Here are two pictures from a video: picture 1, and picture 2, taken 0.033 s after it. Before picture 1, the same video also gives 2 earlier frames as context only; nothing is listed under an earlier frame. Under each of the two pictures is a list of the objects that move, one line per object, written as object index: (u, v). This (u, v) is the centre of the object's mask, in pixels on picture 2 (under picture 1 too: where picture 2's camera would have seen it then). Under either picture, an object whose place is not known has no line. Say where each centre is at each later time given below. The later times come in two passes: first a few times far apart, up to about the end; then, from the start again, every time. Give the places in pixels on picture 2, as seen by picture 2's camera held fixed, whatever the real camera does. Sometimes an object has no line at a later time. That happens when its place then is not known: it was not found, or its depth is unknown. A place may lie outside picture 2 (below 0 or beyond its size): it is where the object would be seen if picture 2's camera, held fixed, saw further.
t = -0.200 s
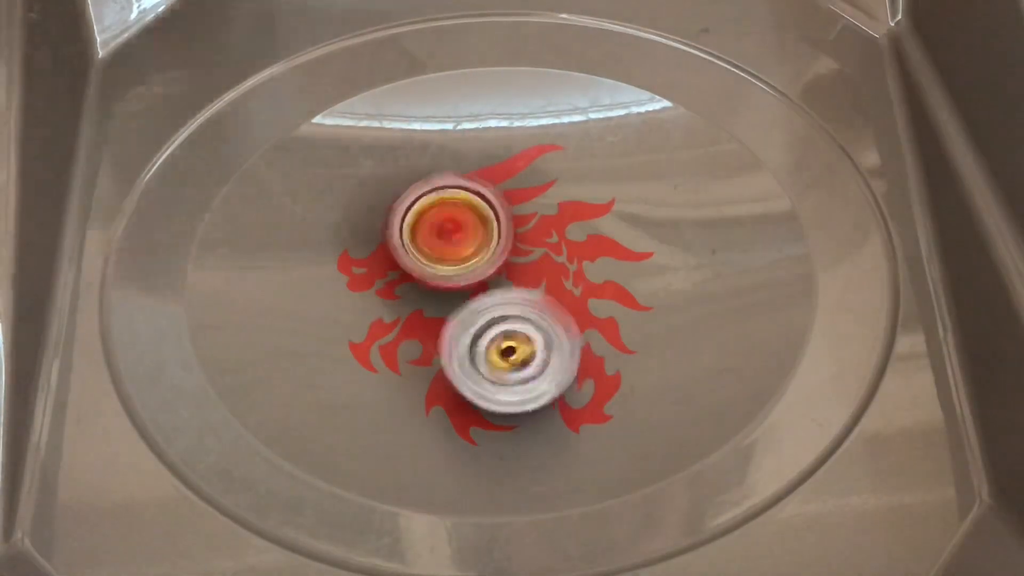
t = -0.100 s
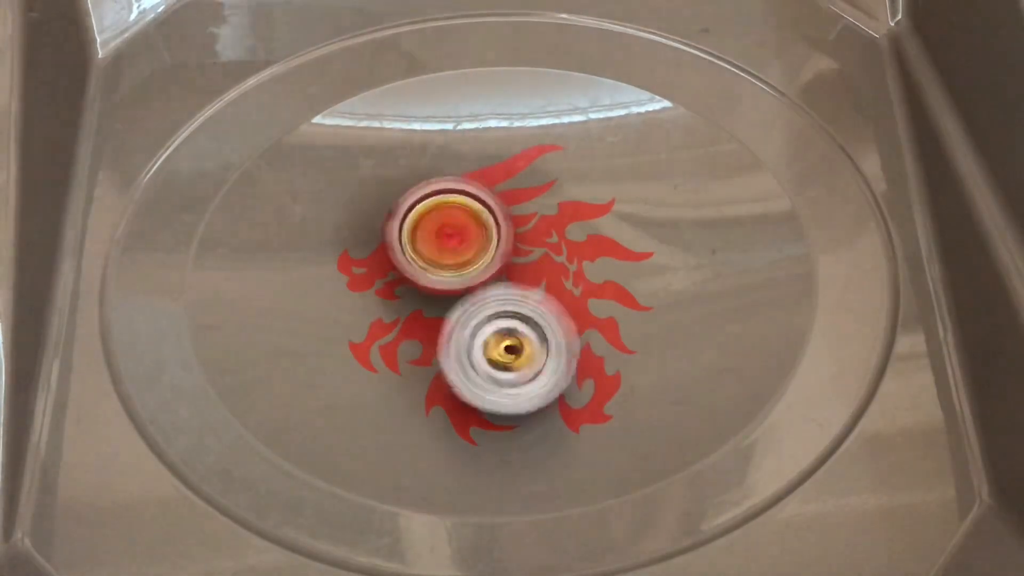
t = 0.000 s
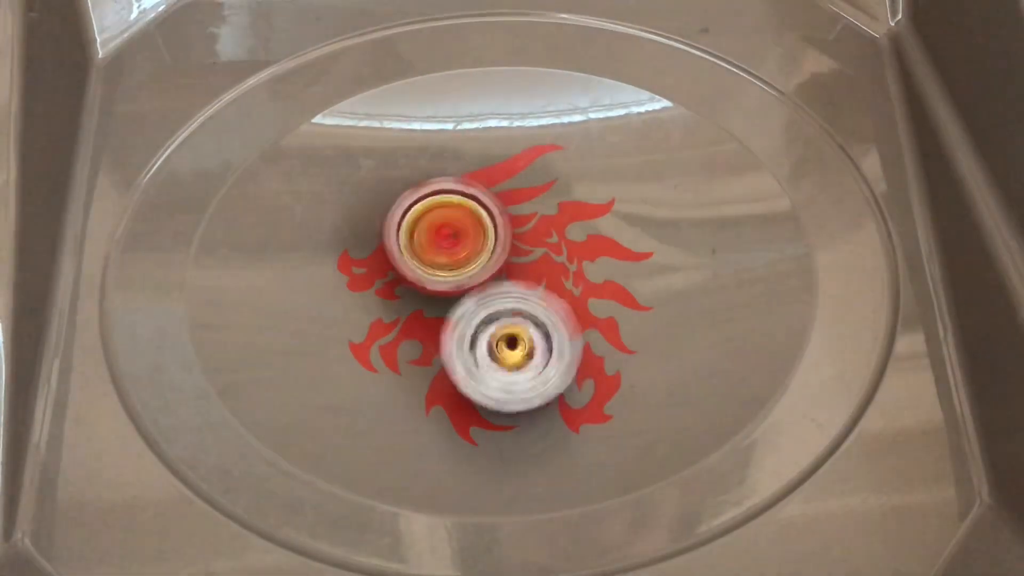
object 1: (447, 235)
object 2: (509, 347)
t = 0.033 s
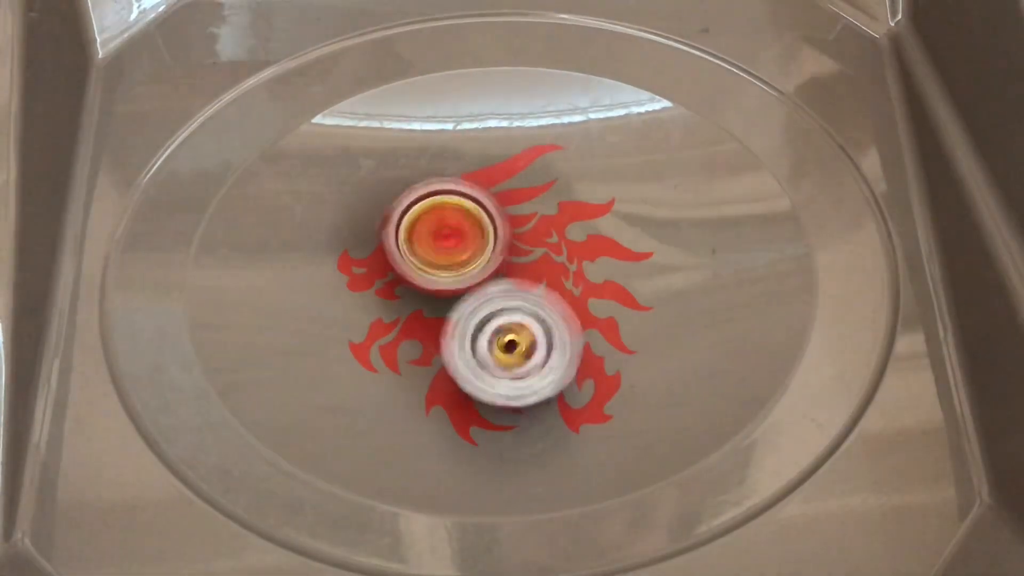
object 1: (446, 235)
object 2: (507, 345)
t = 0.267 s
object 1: (435, 234)
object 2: (516, 345)
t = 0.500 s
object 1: (414, 212)
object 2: (548, 351)
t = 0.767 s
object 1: (409, 203)
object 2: (546, 334)
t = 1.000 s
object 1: (440, 206)
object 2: (509, 319)
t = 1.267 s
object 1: (477, 222)
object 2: (485, 345)
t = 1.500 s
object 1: (517, 188)
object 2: (482, 380)
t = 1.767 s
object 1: (534, 148)
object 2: (465, 359)
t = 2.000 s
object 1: (543, 207)
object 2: (444, 331)
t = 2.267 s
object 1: (521, 256)
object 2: (401, 339)
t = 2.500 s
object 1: (519, 225)
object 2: (382, 347)
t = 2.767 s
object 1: (544, 193)
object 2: (381, 308)
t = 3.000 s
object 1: (569, 203)
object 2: (404, 292)
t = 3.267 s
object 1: (558, 232)
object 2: (386, 273)
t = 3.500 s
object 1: (524, 241)
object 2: (405, 270)
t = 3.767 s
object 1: (574, 206)
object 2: (359, 295)
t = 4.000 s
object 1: (580, 208)
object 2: (435, 294)
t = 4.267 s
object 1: (591, 223)
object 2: (443, 272)
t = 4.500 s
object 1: (584, 228)
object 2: (385, 318)
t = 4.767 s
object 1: (561, 223)
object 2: (453, 305)
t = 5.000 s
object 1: (578, 210)
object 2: (429, 277)
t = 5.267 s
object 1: (574, 223)
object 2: (407, 314)
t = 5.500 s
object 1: (553, 235)
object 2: (444, 305)
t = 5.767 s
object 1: (555, 240)
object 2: (438, 314)
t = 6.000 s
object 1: (547, 254)
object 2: (452, 332)
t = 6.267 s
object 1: (533, 248)
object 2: (453, 331)
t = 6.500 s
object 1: (527, 247)
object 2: (446, 324)
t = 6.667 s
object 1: (530, 247)
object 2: (454, 332)
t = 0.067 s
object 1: (443, 233)
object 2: (509, 347)
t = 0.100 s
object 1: (441, 233)
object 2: (512, 348)
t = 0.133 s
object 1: (438, 232)
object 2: (513, 348)
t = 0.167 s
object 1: (436, 232)
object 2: (515, 348)
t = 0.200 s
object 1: (435, 232)
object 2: (514, 348)
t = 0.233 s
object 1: (435, 233)
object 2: (515, 348)
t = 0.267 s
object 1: (435, 234)
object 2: (516, 345)
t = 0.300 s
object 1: (435, 233)
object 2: (517, 343)
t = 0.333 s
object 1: (435, 234)
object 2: (518, 339)
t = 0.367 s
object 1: (435, 236)
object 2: (515, 337)
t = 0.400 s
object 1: (436, 236)
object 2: (517, 334)
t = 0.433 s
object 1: (434, 233)
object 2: (517, 336)
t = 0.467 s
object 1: (424, 221)
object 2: (537, 341)
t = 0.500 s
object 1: (414, 212)
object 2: (548, 351)
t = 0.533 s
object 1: (409, 208)
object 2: (552, 354)
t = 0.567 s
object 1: (404, 206)
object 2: (553, 353)
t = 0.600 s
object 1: (401, 205)
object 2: (552, 351)
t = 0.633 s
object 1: (400, 205)
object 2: (554, 348)
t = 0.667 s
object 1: (401, 205)
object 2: (553, 346)
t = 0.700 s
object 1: (402, 204)
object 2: (553, 341)
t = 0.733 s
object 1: (406, 203)
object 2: (550, 337)
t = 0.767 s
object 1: (409, 203)
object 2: (546, 334)
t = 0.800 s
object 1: (411, 201)
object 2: (543, 330)
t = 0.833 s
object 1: (416, 201)
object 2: (540, 328)
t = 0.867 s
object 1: (421, 202)
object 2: (537, 326)
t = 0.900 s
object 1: (424, 202)
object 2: (528, 322)
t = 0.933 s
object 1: (430, 204)
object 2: (524, 318)
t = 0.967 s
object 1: (436, 206)
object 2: (517, 318)
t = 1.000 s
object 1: (440, 206)
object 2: (509, 319)
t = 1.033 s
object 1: (447, 207)
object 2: (504, 322)
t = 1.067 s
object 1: (451, 210)
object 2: (501, 325)
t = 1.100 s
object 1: (458, 210)
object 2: (496, 327)
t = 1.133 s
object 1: (462, 214)
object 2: (489, 330)
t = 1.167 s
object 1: (467, 214)
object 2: (490, 337)
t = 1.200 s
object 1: (472, 217)
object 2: (486, 341)
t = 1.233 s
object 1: (473, 219)
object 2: (487, 343)
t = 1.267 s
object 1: (477, 222)
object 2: (485, 345)
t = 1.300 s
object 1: (481, 227)
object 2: (483, 347)
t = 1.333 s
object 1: (486, 227)
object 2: (481, 347)
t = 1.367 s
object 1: (493, 226)
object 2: (478, 350)
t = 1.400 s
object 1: (497, 227)
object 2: (480, 350)
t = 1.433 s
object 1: (499, 225)
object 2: (484, 347)
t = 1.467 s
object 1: (509, 214)
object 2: (486, 357)
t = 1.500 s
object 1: (517, 188)
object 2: (482, 380)
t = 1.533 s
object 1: (524, 163)
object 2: (484, 395)
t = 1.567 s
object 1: (530, 146)
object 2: (486, 397)
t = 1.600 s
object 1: (532, 135)
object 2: (480, 393)
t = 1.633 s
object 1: (531, 134)
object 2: (477, 389)
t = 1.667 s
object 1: (531, 134)
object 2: (473, 382)
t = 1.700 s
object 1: (531, 137)
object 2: (470, 375)
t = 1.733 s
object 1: (533, 142)
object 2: (467, 367)
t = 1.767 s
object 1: (534, 148)
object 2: (465, 359)
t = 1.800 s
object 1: (535, 158)
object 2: (463, 351)
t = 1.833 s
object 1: (538, 168)
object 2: (459, 345)
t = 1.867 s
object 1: (537, 177)
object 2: (455, 341)
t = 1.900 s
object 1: (539, 186)
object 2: (452, 340)
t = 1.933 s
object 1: (539, 192)
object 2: (450, 339)
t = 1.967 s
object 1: (541, 201)
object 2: (448, 335)
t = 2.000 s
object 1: (543, 207)
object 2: (444, 331)
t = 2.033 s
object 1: (540, 217)
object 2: (439, 326)
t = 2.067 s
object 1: (540, 226)
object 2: (431, 325)
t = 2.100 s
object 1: (535, 234)
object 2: (423, 325)
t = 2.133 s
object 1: (532, 241)
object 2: (416, 327)
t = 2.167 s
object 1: (526, 248)
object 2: (413, 328)
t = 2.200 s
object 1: (520, 254)
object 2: (410, 327)
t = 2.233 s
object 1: (523, 255)
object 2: (403, 333)
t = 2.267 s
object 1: (521, 256)
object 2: (401, 339)
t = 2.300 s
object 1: (516, 258)
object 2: (403, 340)
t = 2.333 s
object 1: (509, 257)
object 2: (404, 338)
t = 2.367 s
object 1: (504, 257)
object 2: (403, 336)
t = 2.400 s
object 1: (499, 257)
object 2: (402, 334)
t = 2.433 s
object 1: (502, 250)
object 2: (395, 337)
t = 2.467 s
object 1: (511, 236)
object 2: (383, 343)
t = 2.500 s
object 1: (519, 225)
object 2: (382, 347)
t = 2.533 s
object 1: (522, 218)
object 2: (384, 344)
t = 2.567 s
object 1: (524, 211)
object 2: (387, 339)
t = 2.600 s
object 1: (524, 206)
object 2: (391, 332)
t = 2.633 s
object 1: (527, 201)
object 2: (392, 322)
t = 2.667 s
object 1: (528, 199)
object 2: (389, 316)
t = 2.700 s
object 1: (535, 196)
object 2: (387, 312)
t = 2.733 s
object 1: (538, 195)
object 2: (385, 308)
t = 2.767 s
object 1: (544, 193)
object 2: (381, 308)
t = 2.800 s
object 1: (548, 191)
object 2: (379, 311)
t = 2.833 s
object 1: (554, 194)
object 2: (381, 315)
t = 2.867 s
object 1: (557, 193)
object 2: (387, 318)
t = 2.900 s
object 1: (561, 196)
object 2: (396, 315)
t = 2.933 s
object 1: (564, 197)
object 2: (403, 308)
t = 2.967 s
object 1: (567, 202)
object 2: (405, 301)
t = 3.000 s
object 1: (569, 203)
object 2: (404, 292)
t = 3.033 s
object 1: (570, 208)
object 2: (402, 286)
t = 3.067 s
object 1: (571, 210)
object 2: (398, 283)
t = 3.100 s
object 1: (569, 215)
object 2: (394, 279)
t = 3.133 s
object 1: (569, 217)
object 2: (392, 278)
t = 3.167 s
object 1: (566, 223)
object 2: (391, 277)
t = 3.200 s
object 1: (565, 225)
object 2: (389, 275)
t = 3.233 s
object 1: (560, 229)
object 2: (388, 273)
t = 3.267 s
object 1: (558, 232)
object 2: (386, 273)
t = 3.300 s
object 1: (554, 235)
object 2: (386, 273)
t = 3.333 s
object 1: (552, 236)
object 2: (386, 272)
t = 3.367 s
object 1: (545, 238)
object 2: (387, 270)
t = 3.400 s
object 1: (542, 240)
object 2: (389, 270)
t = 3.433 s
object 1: (534, 241)
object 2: (393, 272)
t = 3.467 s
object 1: (530, 242)
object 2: (399, 272)
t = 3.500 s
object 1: (524, 241)
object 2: (405, 270)
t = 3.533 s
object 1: (520, 240)
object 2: (411, 267)
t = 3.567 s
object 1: (516, 237)
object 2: (412, 263)
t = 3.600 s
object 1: (515, 235)
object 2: (410, 263)
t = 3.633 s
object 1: (522, 229)
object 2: (404, 266)
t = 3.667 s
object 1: (540, 220)
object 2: (383, 271)
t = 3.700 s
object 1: (557, 214)
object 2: (367, 278)
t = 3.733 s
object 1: (569, 210)
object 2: (359, 285)
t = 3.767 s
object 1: (574, 206)
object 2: (359, 295)
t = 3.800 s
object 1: (580, 205)
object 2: (366, 303)
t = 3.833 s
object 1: (581, 204)
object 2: (379, 308)
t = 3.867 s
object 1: (580, 201)
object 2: (395, 308)
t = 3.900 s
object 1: (582, 202)
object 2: (408, 302)
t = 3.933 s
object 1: (581, 203)
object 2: (418, 297)
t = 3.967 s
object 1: (582, 205)
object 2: (429, 294)
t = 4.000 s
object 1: (580, 208)
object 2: (435, 294)
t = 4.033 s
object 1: (580, 208)
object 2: (444, 290)
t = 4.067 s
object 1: (577, 211)
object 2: (454, 287)
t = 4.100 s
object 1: (576, 212)
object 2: (458, 285)
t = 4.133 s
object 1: (574, 215)
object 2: (465, 279)
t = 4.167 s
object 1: (577, 218)
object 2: (464, 277)
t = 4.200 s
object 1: (581, 223)
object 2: (461, 279)
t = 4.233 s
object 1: (581, 225)
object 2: (459, 270)
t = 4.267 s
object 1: (591, 223)
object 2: (443, 272)
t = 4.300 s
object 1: (597, 225)
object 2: (427, 278)
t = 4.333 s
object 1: (599, 226)
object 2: (411, 280)
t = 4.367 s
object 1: (596, 229)
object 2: (399, 287)
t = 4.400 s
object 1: (591, 227)
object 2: (392, 295)
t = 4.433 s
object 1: (588, 224)
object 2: (386, 302)
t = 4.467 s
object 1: (584, 226)
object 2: (383, 311)
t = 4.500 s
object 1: (584, 228)
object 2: (385, 318)
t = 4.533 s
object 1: (582, 228)
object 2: (390, 324)
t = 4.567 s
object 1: (577, 229)
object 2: (397, 327)
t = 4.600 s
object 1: (573, 229)
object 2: (408, 331)
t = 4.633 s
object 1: (571, 229)
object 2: (418, 332)
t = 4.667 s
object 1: (570, 228)
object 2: (428, 329)
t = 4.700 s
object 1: (566, 226)
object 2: (435, 323)
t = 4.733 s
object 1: (563, 225)
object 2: (445, 314)
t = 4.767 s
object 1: (561, 223)
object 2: (453, 305)
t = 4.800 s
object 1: (561, 220)
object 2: (456, 297)
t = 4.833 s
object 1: (561, 218)
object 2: (457, 291)
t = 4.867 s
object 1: (561, 216)
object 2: (457, 283)
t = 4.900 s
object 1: (561, 214)
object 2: (457, 277)
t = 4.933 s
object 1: (563, 214)
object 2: (452, 273)
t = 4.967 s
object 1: (573, 211)
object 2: (441, 274)
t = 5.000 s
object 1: (578, 210)
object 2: (429, 277)
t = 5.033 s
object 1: (581, 209)
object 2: (420, 281)
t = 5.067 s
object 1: (583, 214)
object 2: (412, 284)
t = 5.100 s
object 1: (580, 213)
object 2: (406, 288)
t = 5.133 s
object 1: (578, 213)
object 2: (400, 293)
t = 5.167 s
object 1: (577, 215)
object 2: (397, 298)
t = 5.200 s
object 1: (577, 216)
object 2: (397, 305)
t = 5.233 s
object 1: (575, 220)
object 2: (402, 311)
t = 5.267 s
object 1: (574, 223)
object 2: (407, 314)
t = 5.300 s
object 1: (569, 226)
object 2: (414, 316)
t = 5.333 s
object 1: (563, 233)
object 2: (424, 315)
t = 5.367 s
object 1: (560, 235)
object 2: (434, 312)
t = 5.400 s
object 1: (552, 238)
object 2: (443, 309)
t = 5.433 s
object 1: (550, 238)
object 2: (449, 305)
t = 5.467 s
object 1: (557, 234)
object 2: (446, 305)
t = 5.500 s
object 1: (553, 235)
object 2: (444, 305)
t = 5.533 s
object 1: (550, 235)
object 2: (445, 306)
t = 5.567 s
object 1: (546, 235)
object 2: (448, 309)
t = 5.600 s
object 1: (546, 233)
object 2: (448, 312)
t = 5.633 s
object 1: (547, 230)
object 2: (446, 312)
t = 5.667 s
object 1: (549, 228)
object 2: (444, 311)
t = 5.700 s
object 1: (556, 231)
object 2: (441, 311)
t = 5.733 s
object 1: (558, 235)
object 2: (438, 312)
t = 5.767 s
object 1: (555, 240)
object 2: (438, 314)
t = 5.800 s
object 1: (551, 246)
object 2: (440, 316)
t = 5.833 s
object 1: (551, 245)
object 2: (440, 319)
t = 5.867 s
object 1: (557, 244)
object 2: (440, 322)
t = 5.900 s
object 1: (558, 249)
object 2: (442, 325)
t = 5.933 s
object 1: (555, 254)
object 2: (444, 327)
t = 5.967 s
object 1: (549, 254)
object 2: (448, 330)
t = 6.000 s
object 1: (547, 254)
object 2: (452, 332)
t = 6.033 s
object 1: (544, 256)
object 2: (455, 337)
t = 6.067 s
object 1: (542, 259)
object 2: (457, 340)
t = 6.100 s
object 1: (539, 258)
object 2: (458, 342)
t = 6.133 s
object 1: (537, 256)
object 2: (458, 342)
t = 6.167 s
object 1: (537, 253)
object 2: (457, 340)
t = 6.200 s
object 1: (534, 254)
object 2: (457, 338)
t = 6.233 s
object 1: (536, 250)
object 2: (455, 335)
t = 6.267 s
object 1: (533, 248)
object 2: (453, 331)
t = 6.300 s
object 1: (533, 245)
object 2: (450, 328)
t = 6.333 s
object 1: (532, 246)
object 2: (448, 326)
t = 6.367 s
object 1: (535, 247)
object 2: (445, 324)
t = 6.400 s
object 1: (534, 249)
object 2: (443, 322)
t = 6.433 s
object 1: (533, 249)
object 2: (443, 322)
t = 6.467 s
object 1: (531, 248)
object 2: (444, 323)
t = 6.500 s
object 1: (527, 247)
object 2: (446, 324)
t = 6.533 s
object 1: (529, 244)
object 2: (448, 325)
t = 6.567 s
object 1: (526, 247)
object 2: (449, 327)
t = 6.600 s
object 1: (528, 246)
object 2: (451, 329)
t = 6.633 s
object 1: (527, 249)
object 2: (453, 331)
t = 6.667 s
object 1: (530, 247)
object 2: (454, 332)
